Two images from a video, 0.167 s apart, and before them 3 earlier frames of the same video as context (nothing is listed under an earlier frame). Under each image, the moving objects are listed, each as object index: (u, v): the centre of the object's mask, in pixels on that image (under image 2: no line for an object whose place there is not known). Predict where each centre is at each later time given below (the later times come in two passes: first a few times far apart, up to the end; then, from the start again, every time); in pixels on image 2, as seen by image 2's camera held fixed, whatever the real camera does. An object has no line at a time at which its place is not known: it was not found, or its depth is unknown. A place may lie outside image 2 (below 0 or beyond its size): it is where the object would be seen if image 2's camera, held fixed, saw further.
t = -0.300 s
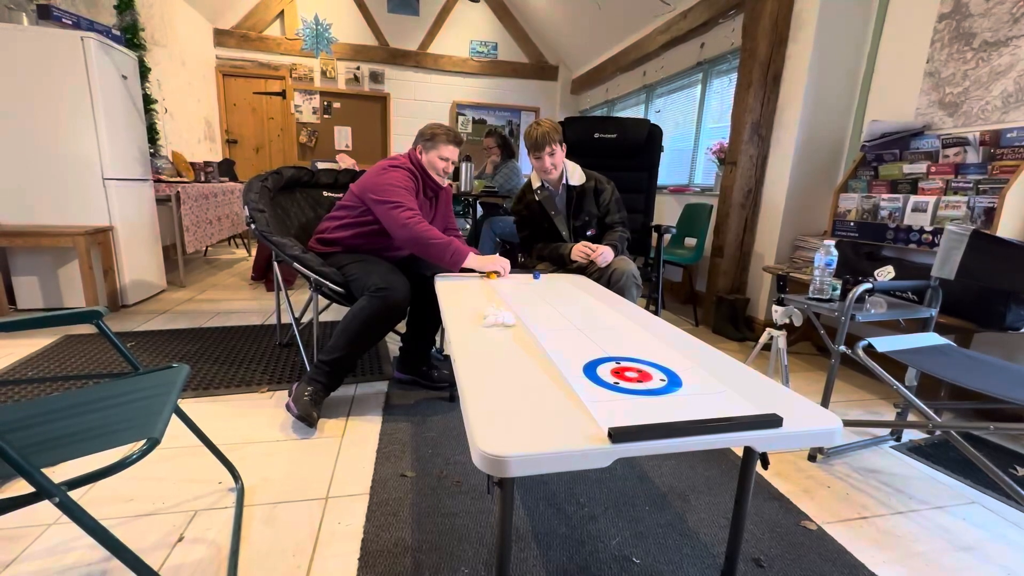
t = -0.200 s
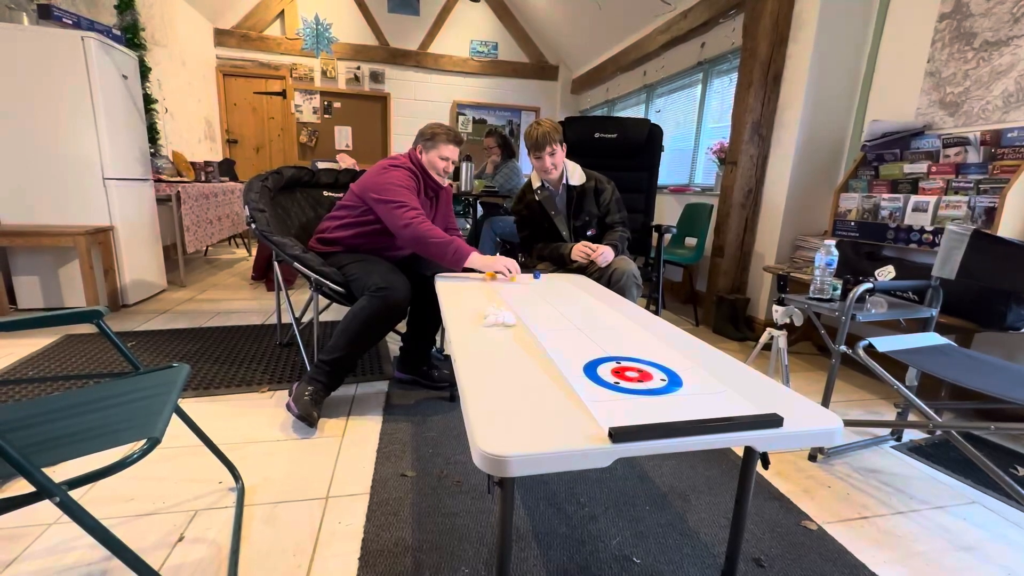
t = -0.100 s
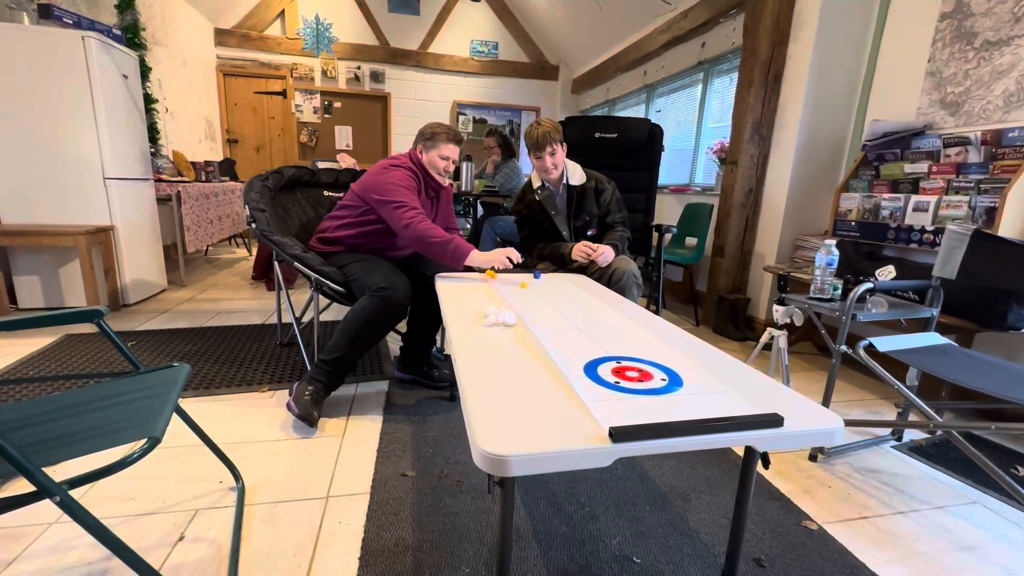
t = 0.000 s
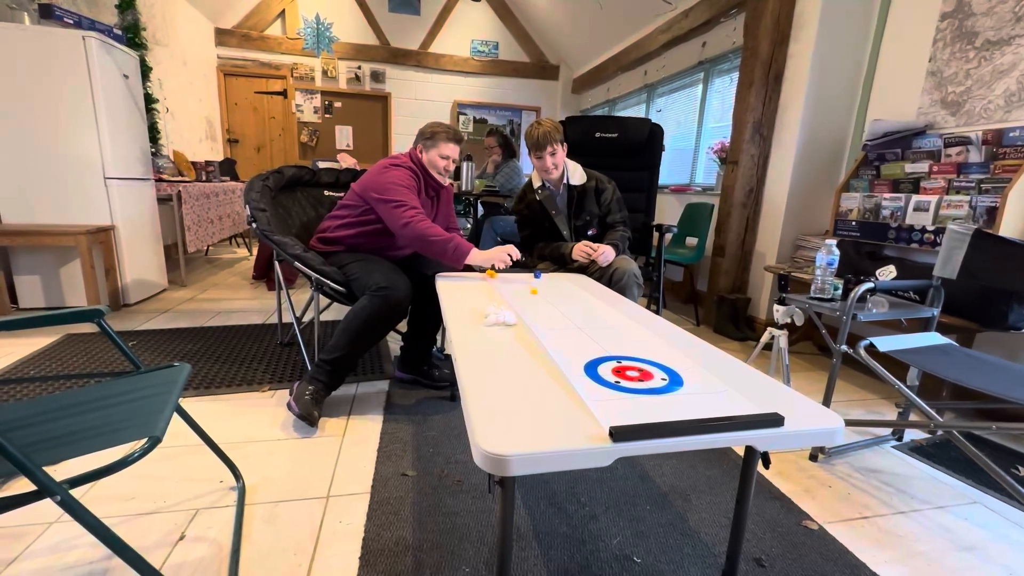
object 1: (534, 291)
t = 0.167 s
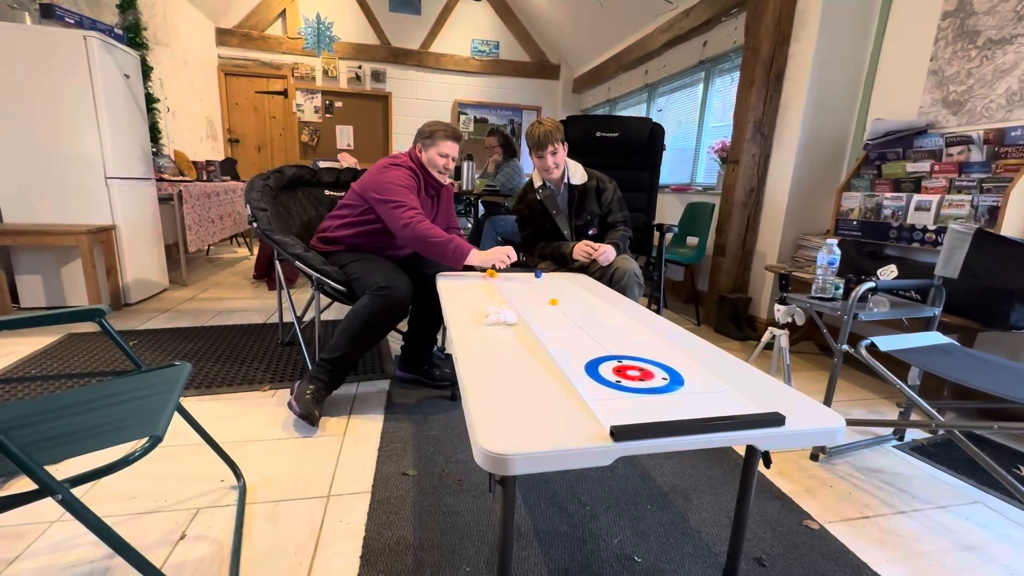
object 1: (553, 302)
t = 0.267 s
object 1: (565, 309)
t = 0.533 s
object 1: (600, 331)
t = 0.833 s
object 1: (644, 360)
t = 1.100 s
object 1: (686, 387)
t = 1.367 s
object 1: (726, 411)
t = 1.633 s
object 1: (727, 411)
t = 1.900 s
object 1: (728, 410)
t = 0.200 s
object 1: (557, 304)
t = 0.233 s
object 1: (561, 307)
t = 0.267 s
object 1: (565, 309)
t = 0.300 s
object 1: (569, 312)
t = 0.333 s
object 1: (573, 315)
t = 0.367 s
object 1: (577, 317)
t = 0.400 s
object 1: (582, 320)
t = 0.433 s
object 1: (587, 323)
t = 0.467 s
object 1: (591, 325)
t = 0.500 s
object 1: (595, 328)
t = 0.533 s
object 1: (600, 331)
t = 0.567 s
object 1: (604, 334)
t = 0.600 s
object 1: (609, 337)
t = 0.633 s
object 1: (614, 340)
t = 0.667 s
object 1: (619, 343)
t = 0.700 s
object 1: (624, 346)
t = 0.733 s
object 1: (628, 349)
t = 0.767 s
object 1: (634, 352)
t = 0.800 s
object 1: (639, 356)
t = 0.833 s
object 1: (644, 360)
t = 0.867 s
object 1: (649, 363)
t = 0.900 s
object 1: (654, 366)
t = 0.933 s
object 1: (659, 370)
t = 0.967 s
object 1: (665, 373)
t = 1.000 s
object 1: (670, 377)
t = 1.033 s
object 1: (676, 380)
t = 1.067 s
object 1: (680, 383)
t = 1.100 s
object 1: (686, 387)
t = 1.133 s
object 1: (690, 391)
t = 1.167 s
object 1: (696, 394)
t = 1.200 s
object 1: (701, 397)
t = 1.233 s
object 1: (707, 401)
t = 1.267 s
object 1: (711, 403)
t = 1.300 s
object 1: (717, 407)
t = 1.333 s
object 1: (721, 409)
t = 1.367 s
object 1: (726, 411)
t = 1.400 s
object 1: (730, 412)
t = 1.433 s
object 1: (729, 411)
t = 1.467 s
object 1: (728, 411)
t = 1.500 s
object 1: (728, 411)
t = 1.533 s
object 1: (728, 411)
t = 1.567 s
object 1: (728, 411)
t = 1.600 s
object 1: (728, 411)
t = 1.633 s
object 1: (727, 411)
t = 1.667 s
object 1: (727, 411)
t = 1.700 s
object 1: (727, 411)
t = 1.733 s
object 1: (728, 410)
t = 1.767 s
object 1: (727, 410)
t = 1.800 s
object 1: (727, 410)
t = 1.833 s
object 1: (727, 411)
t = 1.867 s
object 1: (728, 410)
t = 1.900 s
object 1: (728, 410)
